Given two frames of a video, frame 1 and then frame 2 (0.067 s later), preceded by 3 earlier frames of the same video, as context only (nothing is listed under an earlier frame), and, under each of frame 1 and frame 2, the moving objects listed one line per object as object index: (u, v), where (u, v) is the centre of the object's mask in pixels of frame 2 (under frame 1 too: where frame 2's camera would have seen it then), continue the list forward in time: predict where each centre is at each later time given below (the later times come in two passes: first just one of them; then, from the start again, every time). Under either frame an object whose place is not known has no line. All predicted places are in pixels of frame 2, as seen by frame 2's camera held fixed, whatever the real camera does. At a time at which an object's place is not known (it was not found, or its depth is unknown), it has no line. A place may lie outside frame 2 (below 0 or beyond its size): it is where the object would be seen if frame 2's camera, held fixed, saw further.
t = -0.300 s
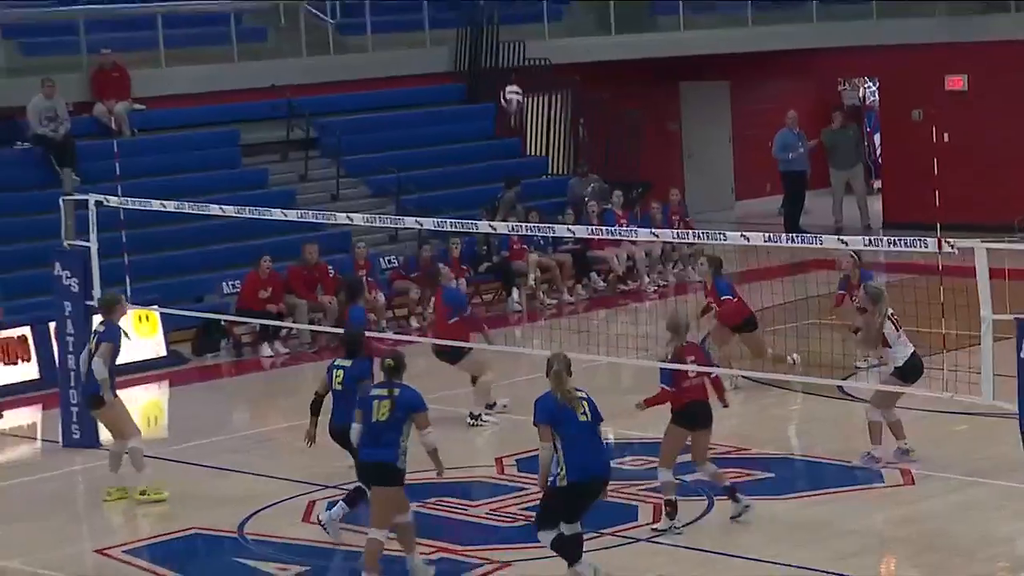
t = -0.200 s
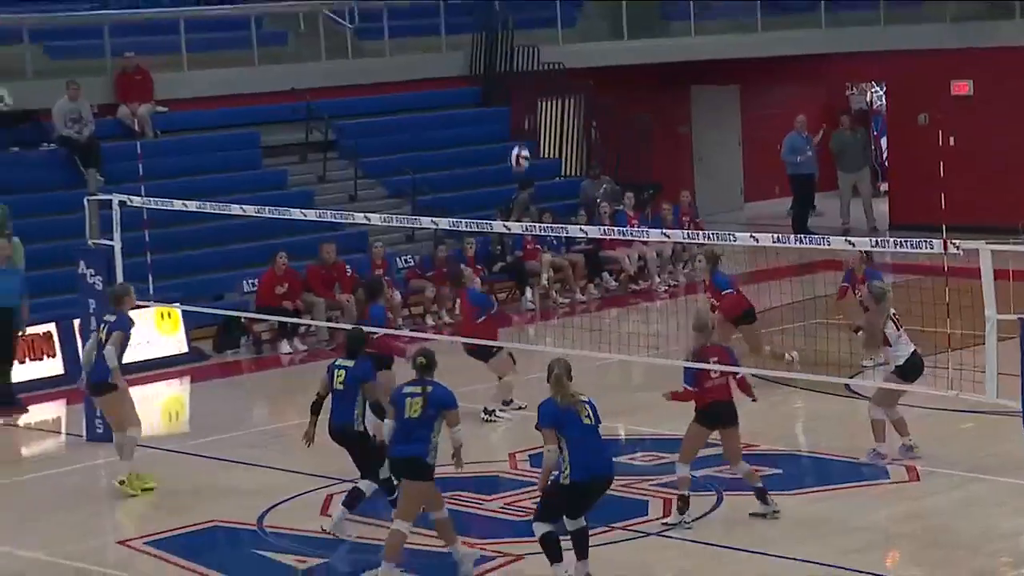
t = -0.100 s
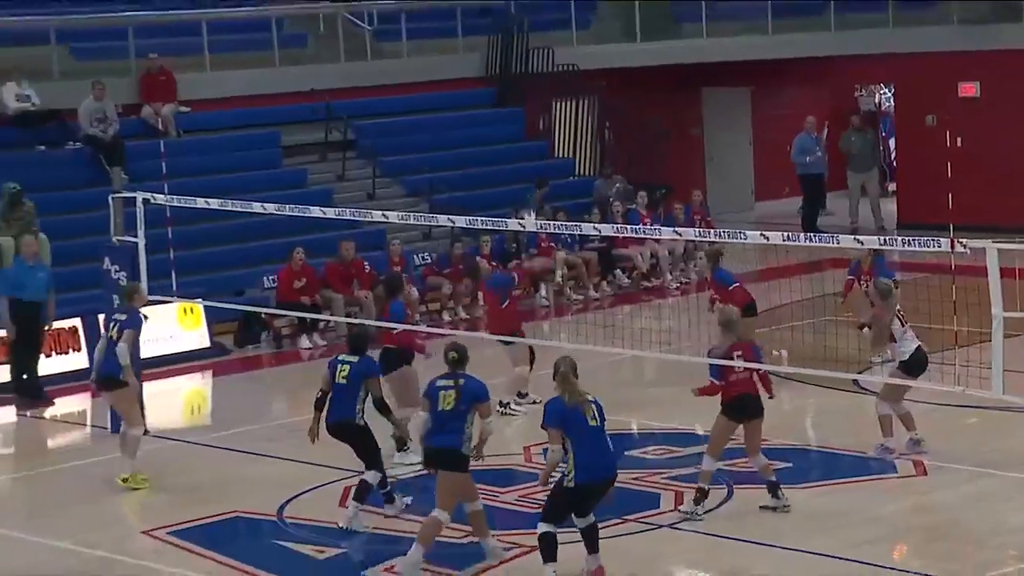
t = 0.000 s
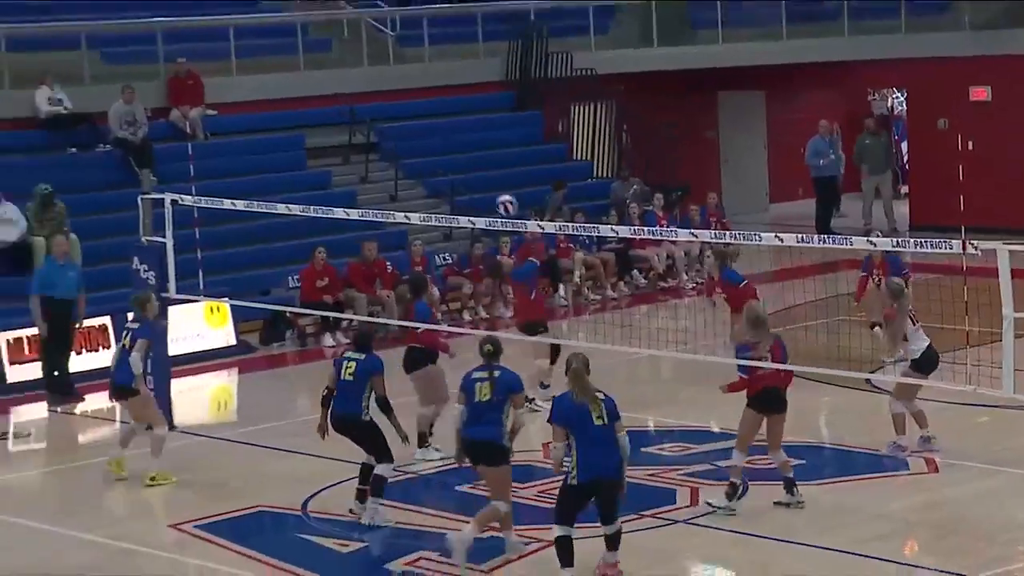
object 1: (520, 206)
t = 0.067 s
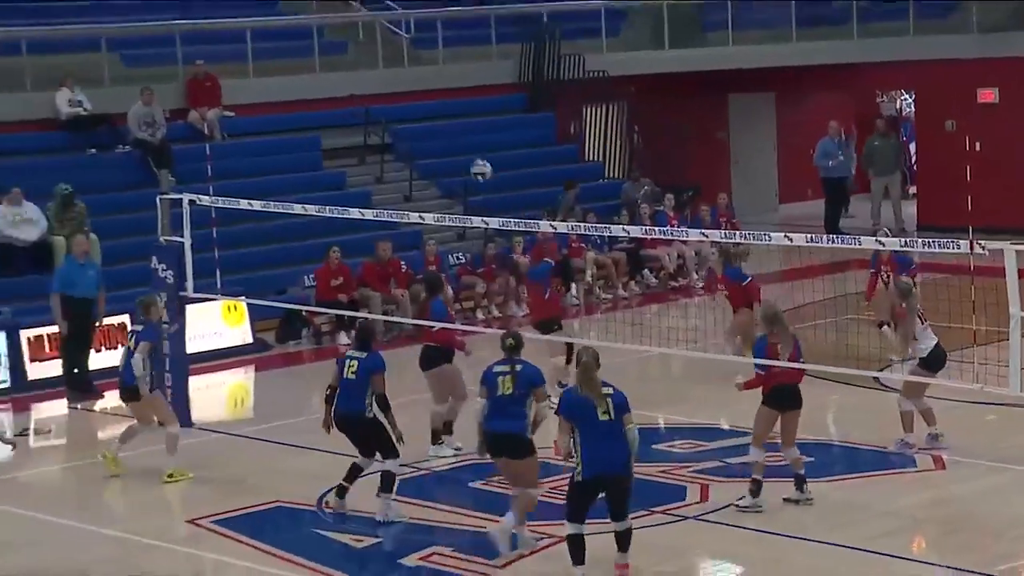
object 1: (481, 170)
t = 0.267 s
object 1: (362, 92)
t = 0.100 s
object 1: (462, 154)
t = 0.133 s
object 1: (442, 139)
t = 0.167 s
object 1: (422, 125)
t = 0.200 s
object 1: (402, 113)
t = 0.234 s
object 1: (382, 102)
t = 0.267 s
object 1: (362, 92)
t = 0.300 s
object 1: (343, 83)
